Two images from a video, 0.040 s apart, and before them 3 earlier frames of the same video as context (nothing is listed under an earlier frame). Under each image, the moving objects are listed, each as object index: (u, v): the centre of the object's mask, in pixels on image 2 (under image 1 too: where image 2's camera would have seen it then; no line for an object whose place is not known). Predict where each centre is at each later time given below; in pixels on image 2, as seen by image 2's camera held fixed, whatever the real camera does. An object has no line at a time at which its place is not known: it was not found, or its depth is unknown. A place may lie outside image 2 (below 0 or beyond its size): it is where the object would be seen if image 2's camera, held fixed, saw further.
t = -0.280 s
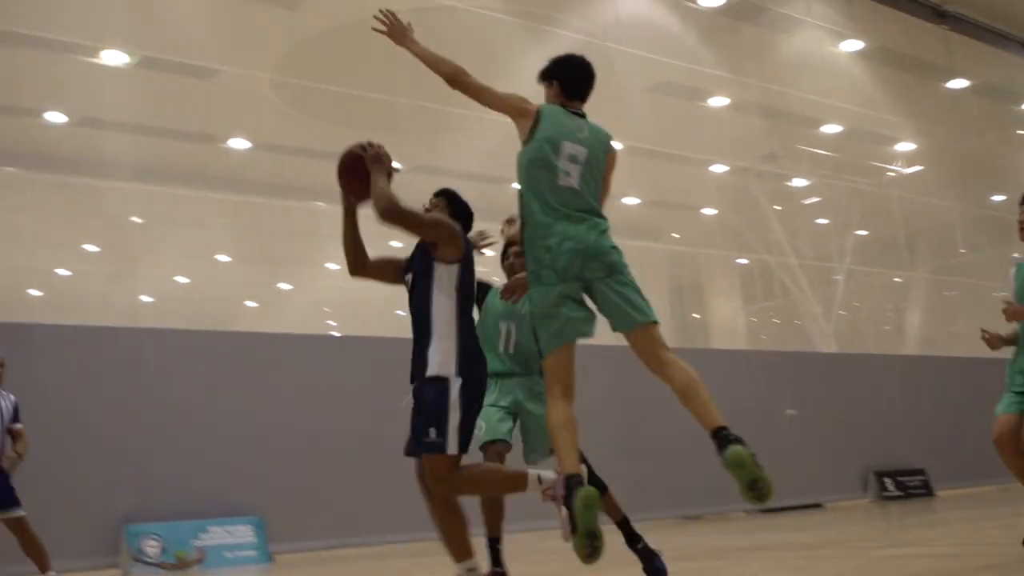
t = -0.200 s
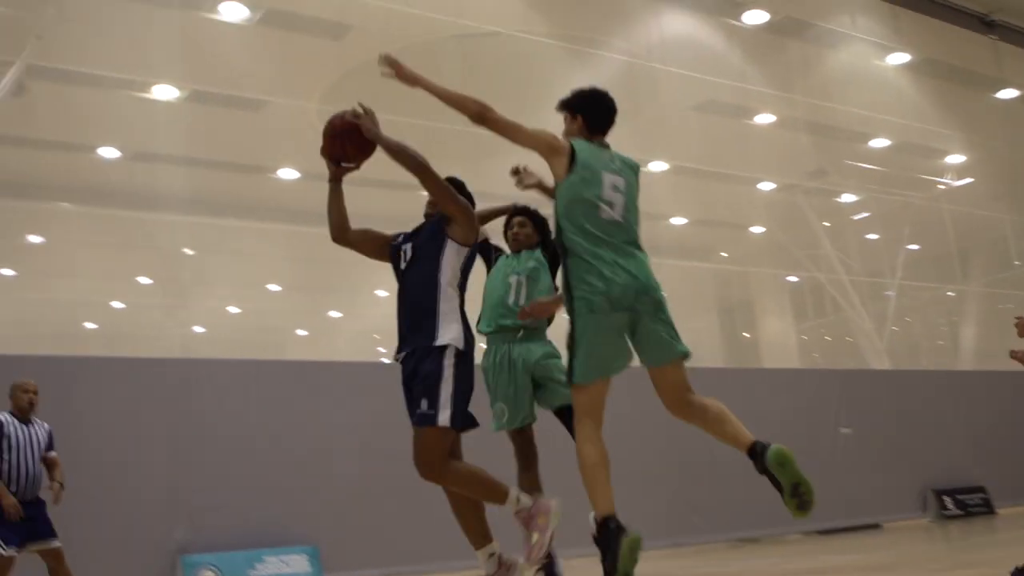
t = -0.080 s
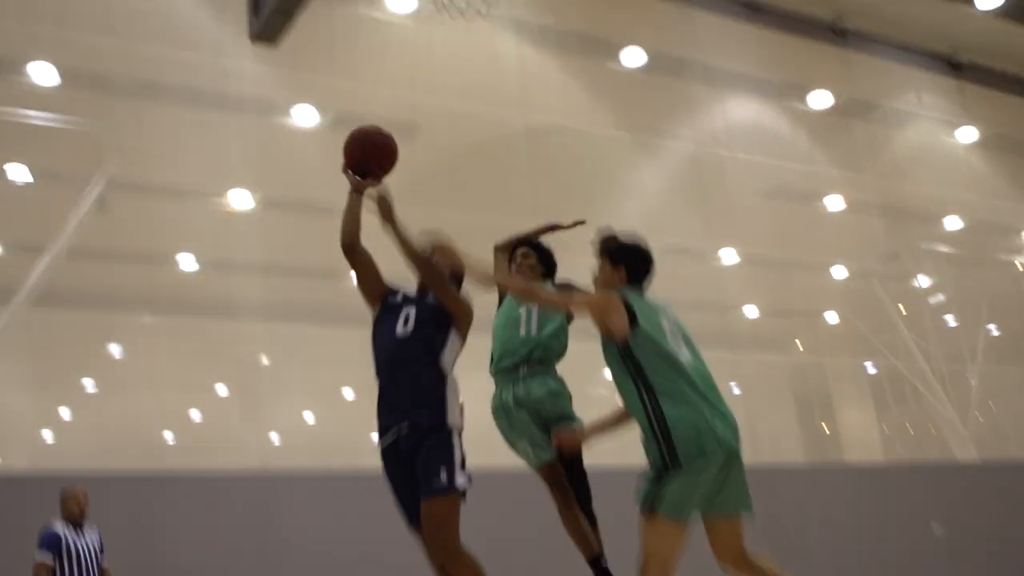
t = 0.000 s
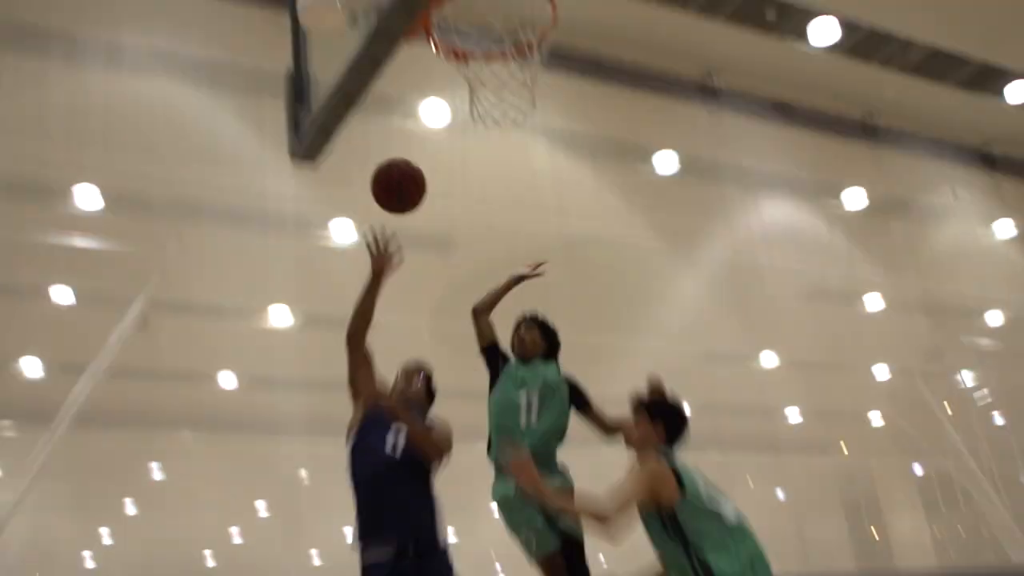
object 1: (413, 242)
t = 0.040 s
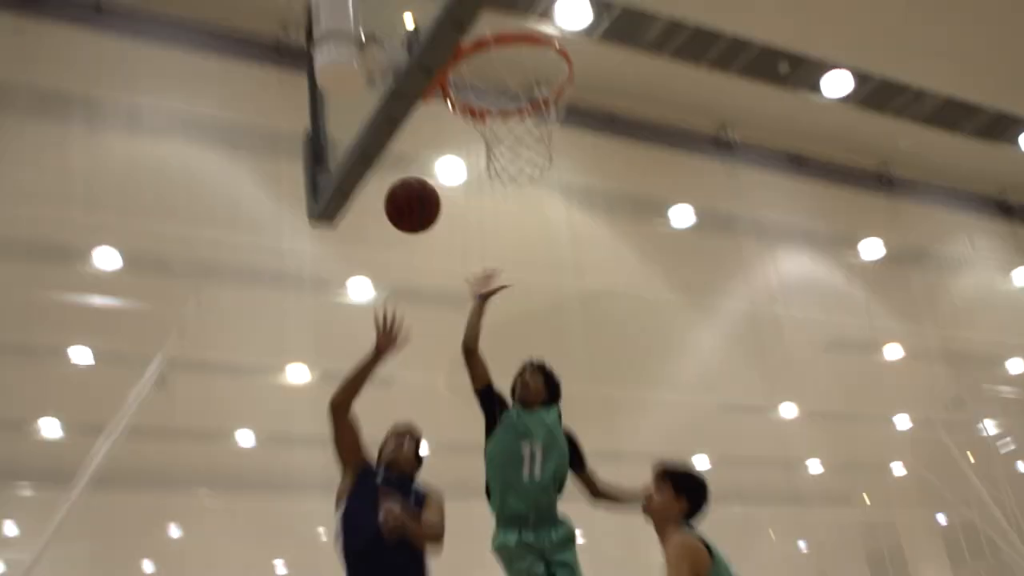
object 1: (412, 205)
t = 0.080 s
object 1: (412, 172)
